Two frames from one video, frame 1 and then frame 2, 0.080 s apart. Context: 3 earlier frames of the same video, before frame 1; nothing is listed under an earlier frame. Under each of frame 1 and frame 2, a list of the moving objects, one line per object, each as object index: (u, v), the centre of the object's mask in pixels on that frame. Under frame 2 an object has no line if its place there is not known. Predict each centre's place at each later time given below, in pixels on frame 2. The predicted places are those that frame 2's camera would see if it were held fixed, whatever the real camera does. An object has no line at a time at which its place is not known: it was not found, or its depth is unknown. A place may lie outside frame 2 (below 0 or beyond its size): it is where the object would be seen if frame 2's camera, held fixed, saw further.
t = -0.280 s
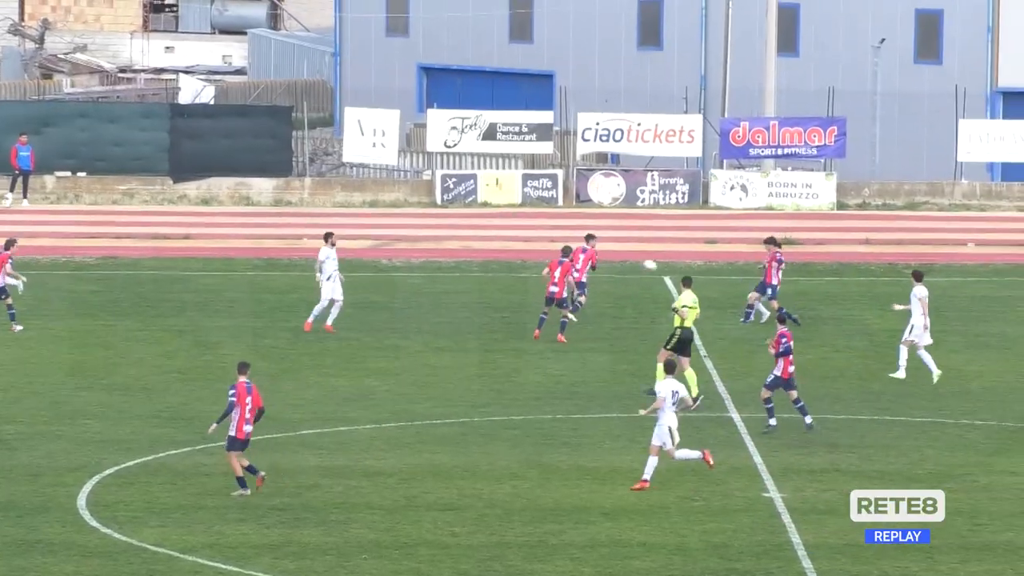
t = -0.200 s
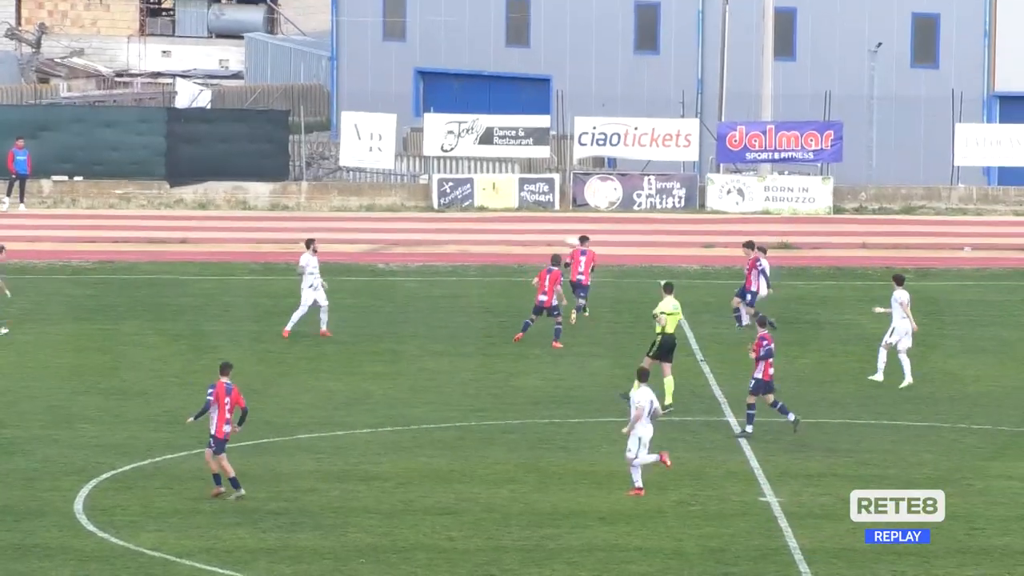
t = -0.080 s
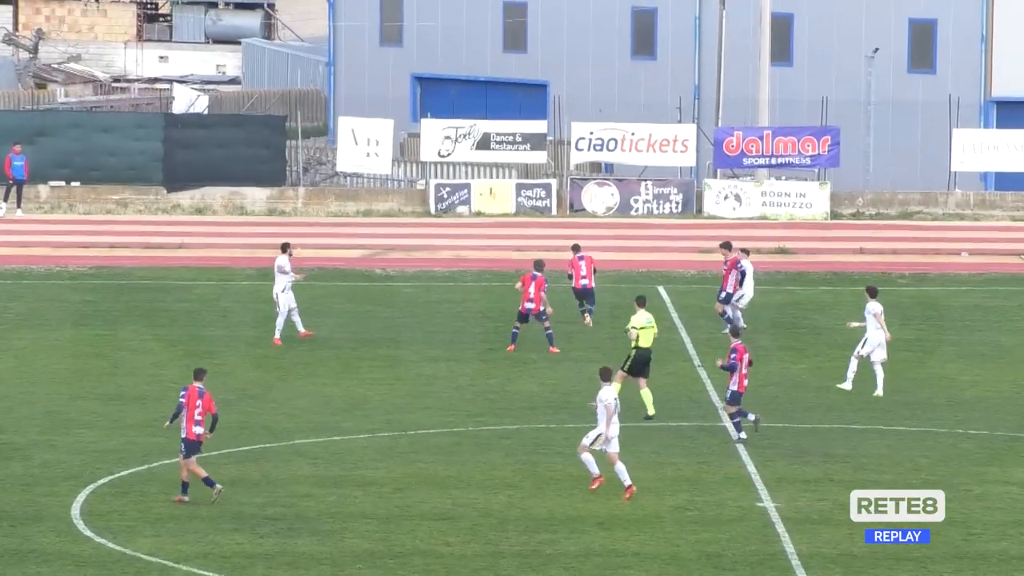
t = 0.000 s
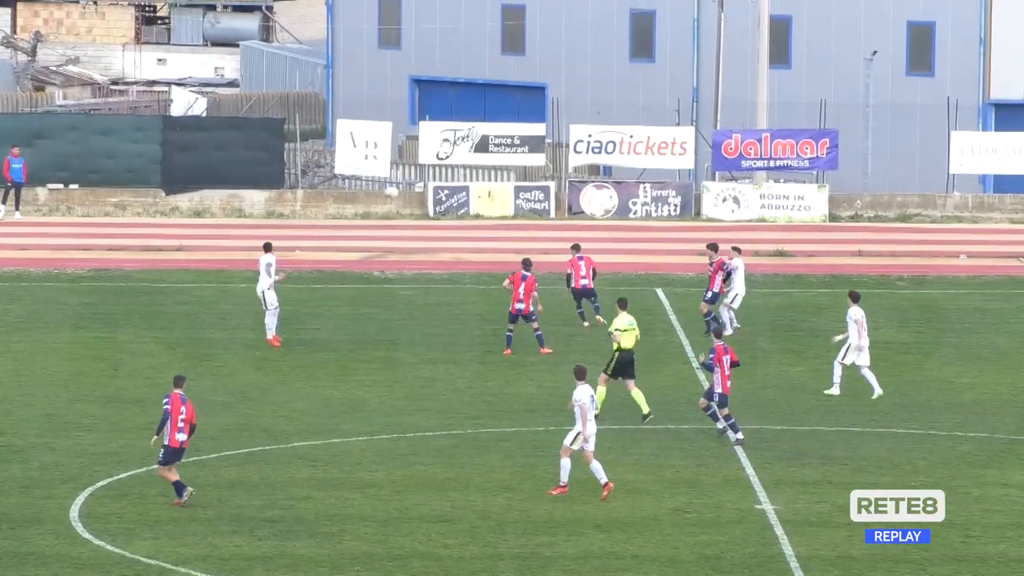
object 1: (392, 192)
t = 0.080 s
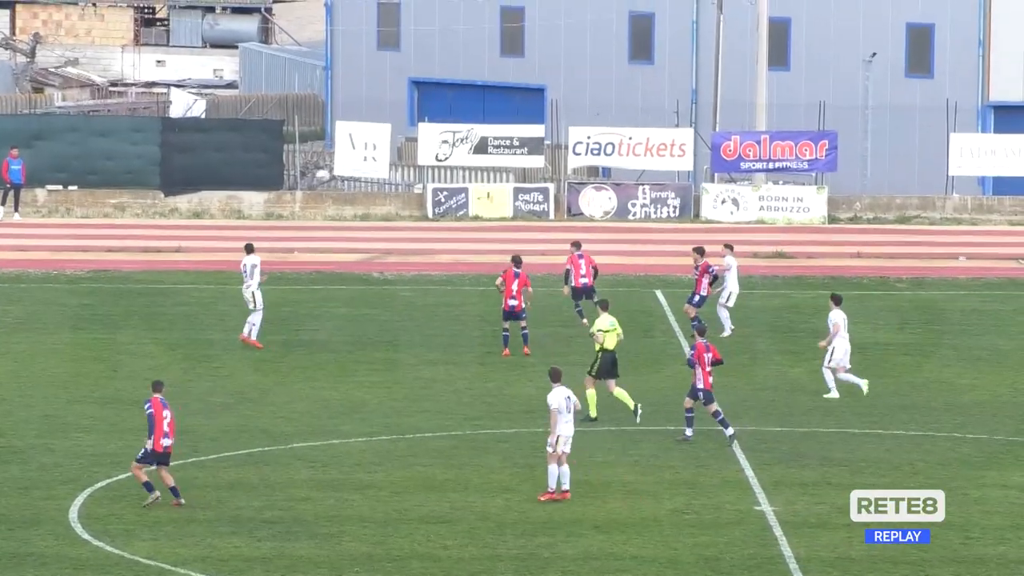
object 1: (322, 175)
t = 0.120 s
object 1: (289, 167)
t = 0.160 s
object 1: (256, 160)
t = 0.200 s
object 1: (223, 153)
